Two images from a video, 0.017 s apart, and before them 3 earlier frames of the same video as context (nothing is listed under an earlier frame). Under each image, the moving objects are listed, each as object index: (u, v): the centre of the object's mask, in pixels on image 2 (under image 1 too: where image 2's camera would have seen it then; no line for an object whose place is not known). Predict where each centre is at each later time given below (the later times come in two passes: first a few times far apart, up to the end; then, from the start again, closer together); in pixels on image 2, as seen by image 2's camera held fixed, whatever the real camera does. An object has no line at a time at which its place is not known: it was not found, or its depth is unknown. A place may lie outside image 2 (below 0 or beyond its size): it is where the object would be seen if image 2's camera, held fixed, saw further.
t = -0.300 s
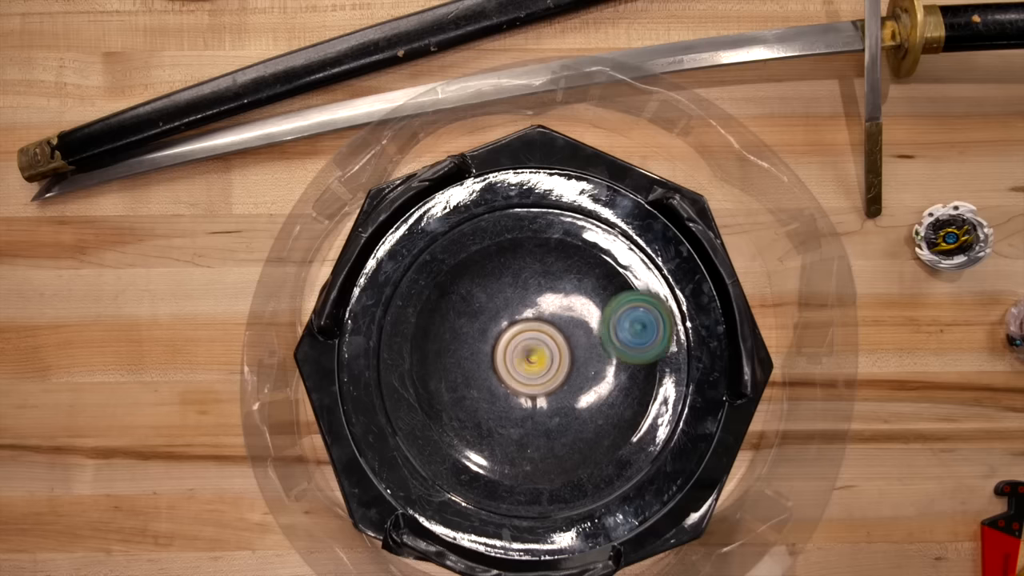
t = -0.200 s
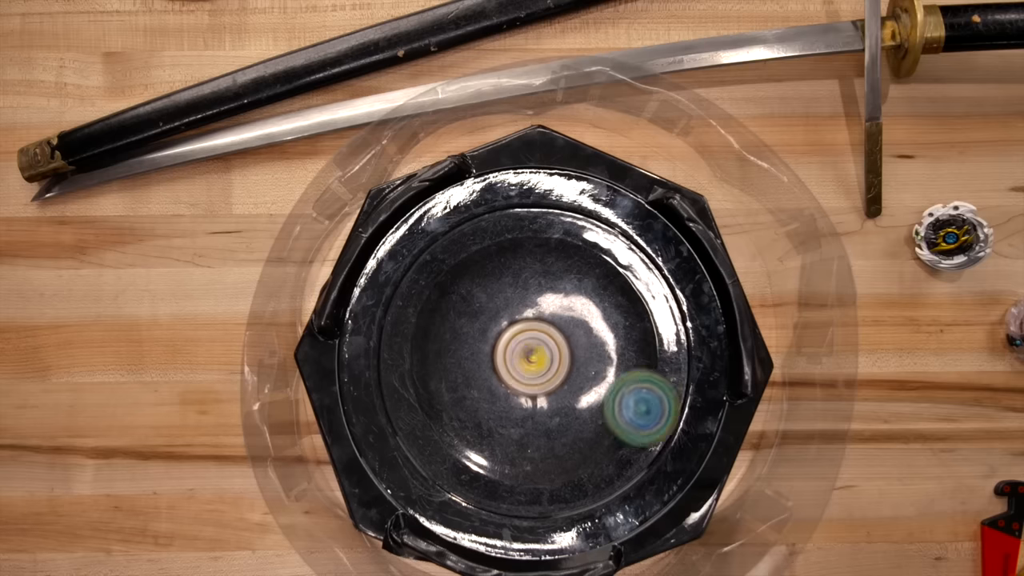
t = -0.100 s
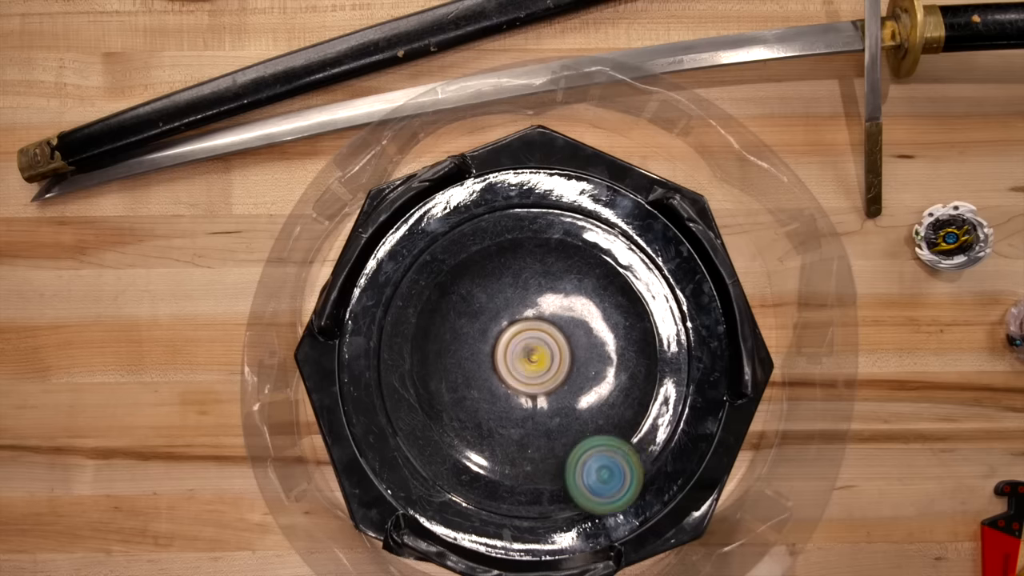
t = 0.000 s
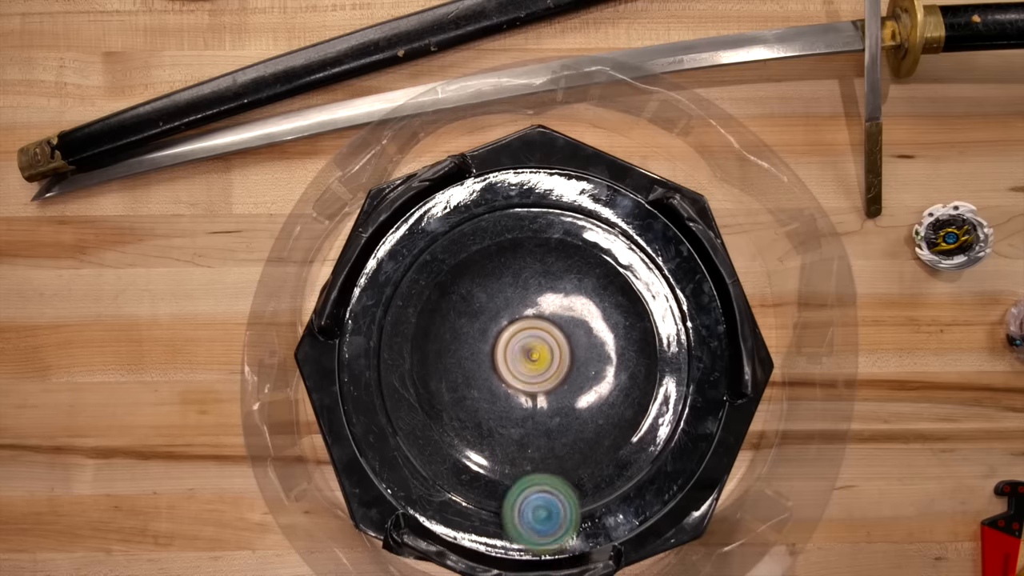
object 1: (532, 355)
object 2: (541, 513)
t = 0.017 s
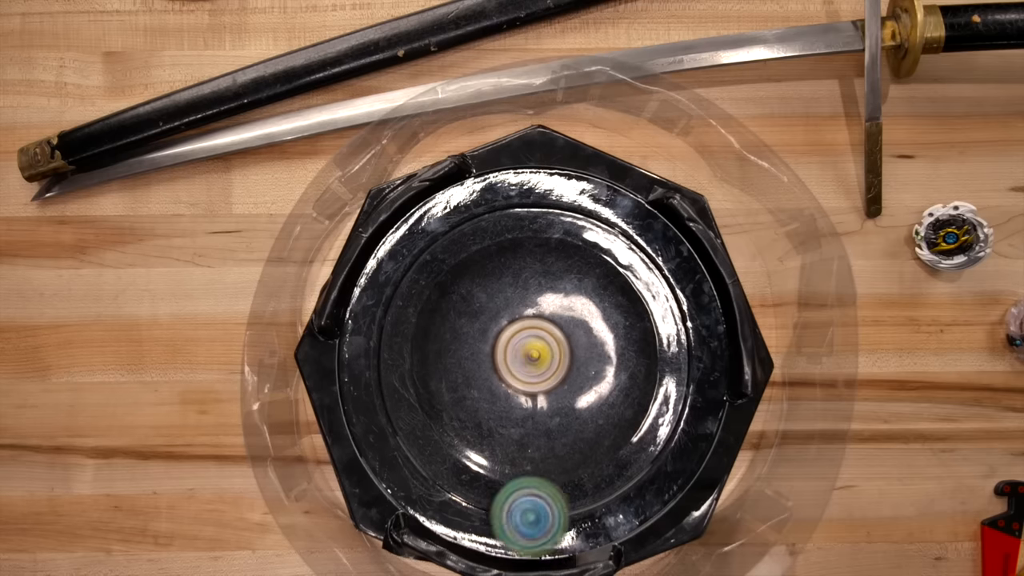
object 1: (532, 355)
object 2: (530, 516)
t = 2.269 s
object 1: (530, 355)
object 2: (560, 435)
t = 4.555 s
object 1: (482, 452)
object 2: (585, 313)
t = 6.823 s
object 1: (518, 406)
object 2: (559, 326)
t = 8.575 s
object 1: (590, 389)
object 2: (508, 369)
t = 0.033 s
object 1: (532, 355)
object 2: (518, 515)
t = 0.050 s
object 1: (532, 355)
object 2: (508, 512)
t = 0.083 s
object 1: (532, 355)
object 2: (485, 507)
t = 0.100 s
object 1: (532, 354)
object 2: (475, 502)
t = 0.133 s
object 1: (531, 354)
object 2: (455, 492)
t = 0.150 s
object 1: (531, 354)
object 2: (447, 486)
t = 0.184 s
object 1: (531, 354)
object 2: (431, 471)
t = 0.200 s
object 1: (531, 354)
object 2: (424, 462)
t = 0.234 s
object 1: (531, 353)
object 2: (413, 442)
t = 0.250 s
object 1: (531, 354)
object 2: (409, 432)
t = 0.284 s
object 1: (531, 353)
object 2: (405, 409)
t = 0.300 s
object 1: (530, 353)
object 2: (404, 397)
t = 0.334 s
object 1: (530, 353)
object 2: (406, 372)
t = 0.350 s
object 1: (530, 353)
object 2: (408, 360)
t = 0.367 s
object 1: (530, 353)
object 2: (412, 347)
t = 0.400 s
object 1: (530, 353)
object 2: (422, 324)
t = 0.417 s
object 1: (531, 353)
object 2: (429, 313)
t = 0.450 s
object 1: (531, 353)
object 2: (446, 293)
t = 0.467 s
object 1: (531, 352)
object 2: (455, 284)
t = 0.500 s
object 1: (531, 353)
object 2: (476, 270)
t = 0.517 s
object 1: (531, 352)
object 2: (488, 265)
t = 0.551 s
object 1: (531, 352)
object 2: (511, 258)
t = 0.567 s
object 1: (531, 352)
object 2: (522, 255)
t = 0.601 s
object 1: (531, 352)
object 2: (546, 253)
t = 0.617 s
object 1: (531, 352)
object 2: (558, 254)
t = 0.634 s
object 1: (531, 352)
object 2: (570, 255)
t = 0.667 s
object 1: (532, 353)
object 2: (593, 261)
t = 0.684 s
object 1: (532, 353)
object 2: (604, 266)
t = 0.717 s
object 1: (531, 353)
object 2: (624, 278)
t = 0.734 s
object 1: (532, 353)
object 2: (633, 285)
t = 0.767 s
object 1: (532, 353)
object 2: (649, 302)
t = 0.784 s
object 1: (532, 353)
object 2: (657, 311)
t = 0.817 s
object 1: (532, 354)
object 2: (669, 329)
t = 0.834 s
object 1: (532, 353)
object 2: (675, 339)
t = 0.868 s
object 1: (532, 354)
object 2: (680, 360)
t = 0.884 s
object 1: (532, 354)
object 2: (682, 371)
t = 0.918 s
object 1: (532, 354)
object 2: (682, 390)
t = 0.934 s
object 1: (532, 354)
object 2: (681, 400)
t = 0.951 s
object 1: (532, 355)
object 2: (679, 409)
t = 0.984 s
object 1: (533, 355)
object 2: (673, 427)
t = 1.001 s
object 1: (533, 355)
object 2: (668, 435)
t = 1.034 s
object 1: (533, 356)
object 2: (657, 448)
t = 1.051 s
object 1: (533, 356)
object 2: (650, 454)
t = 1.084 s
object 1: (533, 356)
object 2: (635, 463)
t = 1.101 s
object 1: (534, 357)
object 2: (627, 466)
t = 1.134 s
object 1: (534, 357)
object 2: (607, 473)
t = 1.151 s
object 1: (534, 357)
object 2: (595, 475)
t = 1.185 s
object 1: (535, 357)
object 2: (573, 476)
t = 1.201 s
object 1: (535, 357)
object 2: (562, 475)
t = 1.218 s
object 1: (534, 357)
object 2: (551, 474)
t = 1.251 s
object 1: (535, 358)
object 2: (526, 467)
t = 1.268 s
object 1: (535, 358)
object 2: (515, 463)
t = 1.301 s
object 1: (535, 358)
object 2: (495, 449)
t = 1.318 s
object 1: (535, 358)
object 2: (486, 441)
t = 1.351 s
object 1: (535, 358)
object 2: (472, 423)
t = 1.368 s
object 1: (535, 359)
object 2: (466, 414)
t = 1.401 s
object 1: (535, 359)
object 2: (456, 393)
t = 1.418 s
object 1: (535, 359)
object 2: (452, 381)
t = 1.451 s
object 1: (536, 360)
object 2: (448, 358)
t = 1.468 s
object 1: (535, 360)
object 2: (449, 347)
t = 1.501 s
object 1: (535, 360)
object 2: (450, 326)
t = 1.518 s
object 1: (535, 361)
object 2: (452, 315)
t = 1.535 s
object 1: (535, 361)
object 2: (456, 304)
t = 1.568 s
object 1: (535, 361)
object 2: (466, 285)
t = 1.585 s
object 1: (535, 361)
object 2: (472, 276)
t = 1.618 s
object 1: (535, 361)
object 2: (485, 261)
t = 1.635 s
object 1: (535, 361)
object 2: (492, 254)
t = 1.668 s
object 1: (535, 360)
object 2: (511, 242)
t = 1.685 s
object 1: (535, 360)
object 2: (520, 239)
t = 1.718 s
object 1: (535, 360)
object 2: (538, 233)
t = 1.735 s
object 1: (535, 360)
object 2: (548, 231)
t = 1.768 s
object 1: (535, 361)
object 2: (567, 230)
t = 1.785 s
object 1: (535, 360)
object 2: (576, 231)
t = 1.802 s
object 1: (535, 360)
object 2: (585, 232)
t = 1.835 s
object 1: (535, 360)
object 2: (602, 237)
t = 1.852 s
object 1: (535, 360)
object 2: (610, 242)
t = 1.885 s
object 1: (534, 360)
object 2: (624, 254)
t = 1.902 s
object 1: (535, 360)
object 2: (629, 261)
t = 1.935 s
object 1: (534, 359)
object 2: (640, 276)
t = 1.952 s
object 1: (534, 360)
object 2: (644, 285)
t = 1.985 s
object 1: (534, 360)
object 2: (647, 305)
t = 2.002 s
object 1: (534, 360)
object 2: (649, 315)
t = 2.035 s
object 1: (534, 359)
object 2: (649, 336)
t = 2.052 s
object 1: (534, 359)
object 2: (646, 347)
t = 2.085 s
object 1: (534, 359)
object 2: (638, 367)
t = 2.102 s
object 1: (534, 358)
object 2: (635, 376)
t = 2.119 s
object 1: (533, 358)
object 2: (629, 386)
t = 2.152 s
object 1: (534, 358)
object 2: (615, 401)
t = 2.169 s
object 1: (533, 358)
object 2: (608, 407)
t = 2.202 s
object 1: (533, 358)
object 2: (594, 417)
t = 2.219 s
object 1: (533, 358)
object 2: (584, 422)
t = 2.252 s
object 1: (531, 356)
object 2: (568, 430)
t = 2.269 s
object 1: (530, 355)
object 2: (560, 435)
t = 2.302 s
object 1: (528, 354)
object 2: (544, 439)
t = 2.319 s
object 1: (528, 354)
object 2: (535, 439)
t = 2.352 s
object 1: (527, 353)
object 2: (519, 439)
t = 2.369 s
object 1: (527, 353)
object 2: (509, 438)
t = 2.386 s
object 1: (527, 353)
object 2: (500, 436)
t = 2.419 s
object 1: (527, 353)
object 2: (485, 430)
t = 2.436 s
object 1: (527, 353)
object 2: (477, 426)
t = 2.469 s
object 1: (527, 353)
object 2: (465, 416)
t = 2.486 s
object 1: (527, 353)
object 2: (460, 410)
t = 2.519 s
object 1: (527, 353)
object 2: (451, 399)
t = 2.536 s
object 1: (527, 352)
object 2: (449, 391)
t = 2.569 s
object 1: (527, 352)
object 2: (444, 377)
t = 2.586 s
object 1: (526, 352)
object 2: (442, 369)
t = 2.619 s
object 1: (527, 352)
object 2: (443, 351)
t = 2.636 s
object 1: (527, 352)
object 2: (444, 344)
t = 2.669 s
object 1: (527, 353)
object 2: (448, 328)
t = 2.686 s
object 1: (527, 352)
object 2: (453, 321)
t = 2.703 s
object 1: (527, 352)
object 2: (458, 315)
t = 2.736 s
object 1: (529, 353)
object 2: (466, 306)
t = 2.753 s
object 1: (532, 353)
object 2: (471, 301)
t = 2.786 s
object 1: (535, 354)
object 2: (480, 294)
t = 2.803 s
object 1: (536, 354)
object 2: (486, 290)
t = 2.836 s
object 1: (538, 355)
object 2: (499, 285)
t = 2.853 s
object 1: (538, 355)
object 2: (504, 285)
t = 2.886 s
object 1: (540, 358)
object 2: (514, 282)
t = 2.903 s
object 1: (542, 362)
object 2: (520, 279)
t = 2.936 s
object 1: (544, 369)
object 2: (532, 277)
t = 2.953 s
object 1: (545, 372)
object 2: (538, 278)
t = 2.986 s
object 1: (545, 375)
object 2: (552, 280)
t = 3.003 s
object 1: (545, 377)
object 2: (558, 282)
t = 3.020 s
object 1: (546, 377)
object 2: (563, 285)
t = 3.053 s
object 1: (546, 376)
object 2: (575, 293)
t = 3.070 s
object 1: (547, 375)
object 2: (579, 298)
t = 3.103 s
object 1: (546, 376)
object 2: (589, 307)
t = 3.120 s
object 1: (542, 384)
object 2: (598, 304)
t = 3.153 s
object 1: (533, 398)
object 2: (611, 303)
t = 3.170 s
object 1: (529, 404)
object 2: (617, 302)
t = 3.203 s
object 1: (521, 414)
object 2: (626, 306)
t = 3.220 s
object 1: (519, 419)
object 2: (629, 309)
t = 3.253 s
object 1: (514, 426)
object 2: (634, 318)
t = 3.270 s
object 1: (514, 429)
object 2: (635, 321)
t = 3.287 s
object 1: (513, 431)
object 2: (637, 327)
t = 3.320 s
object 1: (515, 435)
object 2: (637, 338)
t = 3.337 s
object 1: (516, 436)
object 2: (638, 343)
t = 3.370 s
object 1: (521, 437)
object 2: (635, 356)
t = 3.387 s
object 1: (523, 436)
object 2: (632, 362)
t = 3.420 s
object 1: (528, 435)
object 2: (625, 373)
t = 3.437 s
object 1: (530, 434)
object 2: (620, 379)
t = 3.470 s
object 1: (533, 431)
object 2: (606, 390)
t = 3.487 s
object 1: (532, 431)
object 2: (601, 392)
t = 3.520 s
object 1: (519, 438)
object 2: (600, 389)
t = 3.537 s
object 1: (512, 440)
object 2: (597, 387)
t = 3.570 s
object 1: (502, 443)
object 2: (589, 384)
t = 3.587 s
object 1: (497, 444)
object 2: (583, 382)
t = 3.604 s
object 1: (493, 444)
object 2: (578, 380)
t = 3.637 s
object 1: (488, 443)
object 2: (566, 375)
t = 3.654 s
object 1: (486, 442)
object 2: (560, 372)
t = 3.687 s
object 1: (485, 439)
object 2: (548, 364)
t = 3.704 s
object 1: (486, 437)
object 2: (543, 360)
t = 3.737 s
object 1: (488, 433)
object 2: (534, 351)
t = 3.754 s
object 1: (489, 431)
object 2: (530, 346)
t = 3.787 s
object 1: (492, 427)
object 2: (524, 337)
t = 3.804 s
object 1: (495, 424)
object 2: (521, 333)
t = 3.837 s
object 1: (498, 419)
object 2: (517, 323)
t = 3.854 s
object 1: (500, 416)
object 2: (516, 320)
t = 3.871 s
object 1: (502, 414)
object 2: (515, 315)
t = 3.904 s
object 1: (507, 407)
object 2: (514, 307)
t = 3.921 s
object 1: (509, 404)
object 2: (514, 303)
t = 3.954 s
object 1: (513, 398)
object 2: (515, 294)
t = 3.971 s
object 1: (516, 395)
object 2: (516, 290)
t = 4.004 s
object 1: (520, 390)
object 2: (519, 282)
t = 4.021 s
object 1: (521, 388)
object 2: (521, 278)
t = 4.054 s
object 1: (525, 384)
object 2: (527, 273)
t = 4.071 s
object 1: (526, 382)
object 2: (530, 270)
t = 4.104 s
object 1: (528, 379)
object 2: (538, 268)
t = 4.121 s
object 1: (528, 378)
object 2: (542, 268)
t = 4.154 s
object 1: (530, 376)
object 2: (550, 271)
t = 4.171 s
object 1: (530, 376)
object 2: (554, 273)
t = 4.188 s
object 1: (531, 374)
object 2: (558, 278)
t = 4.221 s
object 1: (531, 373)
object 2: (563, 288)
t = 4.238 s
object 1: (531, 372)
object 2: (564, 295)
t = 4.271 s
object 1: (530, 374)
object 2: (565, 304)
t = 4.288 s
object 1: (529, 378)
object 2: (567, 306)
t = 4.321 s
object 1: (525, 385)
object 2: (568, 312)
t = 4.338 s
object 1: (524, 387)
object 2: (568, 316)
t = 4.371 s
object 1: (523, 391)
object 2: (566, 325)
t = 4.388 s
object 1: (518, 397)
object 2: (567, 323)
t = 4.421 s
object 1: (506, 417)
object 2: (572, 316)
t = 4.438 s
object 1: (501, 424)
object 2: (574, 314)
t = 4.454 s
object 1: (496, 432)
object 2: (576, 313)
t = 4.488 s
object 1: (488, 443)
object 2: (580, 311)
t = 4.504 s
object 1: (485, 447)
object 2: (581, 310)
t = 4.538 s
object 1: (482, 451)
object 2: (584, 312)
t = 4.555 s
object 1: (482, 452)
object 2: (585, 313)
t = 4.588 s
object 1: (484, 453)
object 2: (585, 316)
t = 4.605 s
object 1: (485, 453)
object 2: (585, 319)
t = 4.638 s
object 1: (488, 451)
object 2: (583, 325)
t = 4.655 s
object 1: (490, 449)
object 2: (579, 327)
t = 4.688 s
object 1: (494, 445)
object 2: (574, 333)
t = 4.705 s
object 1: (495, 443)
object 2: (571, 335)
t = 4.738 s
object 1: (499, 438)
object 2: (562, 339)
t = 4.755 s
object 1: (501, 435)
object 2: (557, 341)
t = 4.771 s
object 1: (503, 432)
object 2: (551, 342)
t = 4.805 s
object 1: (507, 425)
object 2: (541, 343)
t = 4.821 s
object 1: (509, 422)
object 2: (536, 342)
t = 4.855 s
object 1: (513, 419)
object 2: (526, 336)
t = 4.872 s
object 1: (514, 420)
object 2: (522, 332)
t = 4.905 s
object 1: (518, 420)
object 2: (514, 323)
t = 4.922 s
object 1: (520, 419)
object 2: (512, 319)
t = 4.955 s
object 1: (522, 417)
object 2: (508, 311)
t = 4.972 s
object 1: (524, 416)
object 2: (507, 307)
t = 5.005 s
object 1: (526, 413)
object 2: (506, 298)
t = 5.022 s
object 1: (526, 410)
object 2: (506, 294)
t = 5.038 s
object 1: (527, 410)
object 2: (507, 290)
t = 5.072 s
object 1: (528, 406)
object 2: (511, 284)
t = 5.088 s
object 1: (530, 404)
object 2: (514, 283)
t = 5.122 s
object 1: (530, 401)
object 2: (519, 281)
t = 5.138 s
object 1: (530, 399)
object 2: (522, 282)
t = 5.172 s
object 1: (531, 397)
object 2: (528, 285)
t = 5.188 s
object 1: (531, 396)
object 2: (532, 288)
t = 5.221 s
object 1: (532, 394)
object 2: (537, 296)
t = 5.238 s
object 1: (533, 393)
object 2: (539, 301)
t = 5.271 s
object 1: (534, 392)
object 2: (542, 312)
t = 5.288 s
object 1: (533, 394)
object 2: (542, 314)
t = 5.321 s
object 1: (533, 397)
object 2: (543, 319)
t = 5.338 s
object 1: (532, 401)
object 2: (543, 319)
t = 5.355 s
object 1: (531, 407)
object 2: (544, 319)
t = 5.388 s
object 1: (529, 412)
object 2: (546, 319)
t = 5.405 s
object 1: (528, 414)
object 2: (547, 319)
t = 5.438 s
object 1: (527, 415)
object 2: (548, 321)
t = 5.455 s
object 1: (526, 415)
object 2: (549, 322)
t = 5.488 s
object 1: (527, 413)
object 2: (549, 326)
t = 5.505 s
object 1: (528, 413)
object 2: (549, 328)
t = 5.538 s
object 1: (529, 411)
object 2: (547, 332)
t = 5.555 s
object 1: (529, 412)
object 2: (545, 333)
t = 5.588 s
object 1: (530, 414)
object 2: (543, 332)
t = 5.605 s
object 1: (529, 415)
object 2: (542, 331)
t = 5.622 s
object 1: (530, 415)
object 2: (541, 331)
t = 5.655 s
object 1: (531, 414)
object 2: (540, 330)
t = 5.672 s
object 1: (531, 413)
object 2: (539, 330)
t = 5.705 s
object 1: (532, 411)
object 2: (538, 329)
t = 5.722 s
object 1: (533, 411)
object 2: (538, 330)
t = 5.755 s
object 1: (533, 409)
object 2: (536, 329)
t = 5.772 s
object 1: (533, 411)
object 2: (535, 327)
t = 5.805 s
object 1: (532, 413)
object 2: (535, 323)
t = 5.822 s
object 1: (532, 413)
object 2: (536, 321)
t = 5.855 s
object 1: (531, 412)
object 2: (536, 319)
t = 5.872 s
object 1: (532, 411)
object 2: (536, 317)
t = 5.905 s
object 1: (532, 409)
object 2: (537, 316)
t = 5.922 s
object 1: (532, 408)
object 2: (538, 317)
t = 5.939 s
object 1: (532, 407)
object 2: (538, 317)
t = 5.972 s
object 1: (533, 404)
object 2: (539, 318)
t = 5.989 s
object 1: (533, 403)
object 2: (541, 320)
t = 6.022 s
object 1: (534, 401)
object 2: (541, 323)
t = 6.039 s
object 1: (534, 402)
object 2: (541, 323)
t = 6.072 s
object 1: (534, 404)
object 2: (543, 320)
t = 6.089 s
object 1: (535, 404)
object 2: (544, 320)
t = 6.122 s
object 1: (535, 404)
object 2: (545, 321)
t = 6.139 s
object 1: (534, 403)
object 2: (545, 321)
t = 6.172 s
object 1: (535, 402)
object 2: (546, 323)
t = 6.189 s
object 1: (534, 408)
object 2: (547, 319)
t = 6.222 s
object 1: (532, 418)
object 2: (550, 308)
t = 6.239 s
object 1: (530, 422)
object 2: (552, 305)
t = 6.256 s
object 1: (529, 425)
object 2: (554, 301)
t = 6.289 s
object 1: (527, 427)
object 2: (559, 296)
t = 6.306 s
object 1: (527, 426)
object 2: (562, 296)
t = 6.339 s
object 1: (527, 425)
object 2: (567, 295)
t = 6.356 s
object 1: (527, 424)
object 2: (570, 294)
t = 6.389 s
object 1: (528, 422)
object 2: (573, 297)
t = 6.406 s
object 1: (528, 420)
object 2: (574, 300)
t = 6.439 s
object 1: (529, 417)
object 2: (575, 305)
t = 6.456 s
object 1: (530, 416)
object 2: (576, 308)
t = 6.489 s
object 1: (531, 412)
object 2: (574, 316)
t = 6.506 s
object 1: (531, 409)
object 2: (572, 320)
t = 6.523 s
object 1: (532, 408)
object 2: (571, 324)
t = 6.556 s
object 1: (533, 404)
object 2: (566, 332)
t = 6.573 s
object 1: (530, 406)
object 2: (564, 331)
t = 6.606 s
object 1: (522, 413)
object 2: (565, 328)
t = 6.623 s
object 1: (519, 416)
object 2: (566, 325)
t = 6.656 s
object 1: (515, 417)
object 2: (566, 323)
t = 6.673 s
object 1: (513, 416)
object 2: (566, 323)
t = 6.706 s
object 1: (513, 414)
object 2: (565, 323)
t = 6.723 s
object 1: (514, 414)
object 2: (565, 324)
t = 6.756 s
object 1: (515, 411)
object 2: (563, 325)
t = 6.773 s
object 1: (515, 410)
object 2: (563, 323)
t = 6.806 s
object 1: (517, 407)
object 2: (561, 326)
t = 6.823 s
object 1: (518, 406)
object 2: (559, 326)
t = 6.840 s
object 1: (518, 405)
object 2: (557, 328)
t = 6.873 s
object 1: (520, 403)
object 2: (553, 329)
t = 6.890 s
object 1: (520, 402)
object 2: (550, 329)
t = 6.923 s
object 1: (518, 408)
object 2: (549, 321)
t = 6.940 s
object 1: (518, 409)
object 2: (549, 319)
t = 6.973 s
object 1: (517, 410)
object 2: (549, 311)
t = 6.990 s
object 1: (517, 410)
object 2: (551, 307)
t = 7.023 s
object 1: (518, 409)
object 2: (553, 301)
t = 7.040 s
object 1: (519, 408)
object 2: (554, 299)
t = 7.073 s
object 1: (520, 407)
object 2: (556, 297)
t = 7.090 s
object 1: (520, 407)
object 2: (558, 297)
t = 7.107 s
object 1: (521, 407)
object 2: (560, 296)
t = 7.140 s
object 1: (522, 406)
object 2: (561, 297)
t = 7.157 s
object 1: (523, 406)
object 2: (562, 299)
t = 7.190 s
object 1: (524, 404)
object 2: (562, 301)
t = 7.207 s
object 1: (525, 402)
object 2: (562, 304)
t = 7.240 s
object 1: (527, 401)
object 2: (561, 309)
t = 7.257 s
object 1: (529, 399)
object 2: (560, 312)
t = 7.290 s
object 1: (532, 395)
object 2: (558, 319)
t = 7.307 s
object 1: (533, 395)
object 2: (556, 322)
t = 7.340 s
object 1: (532, 416)
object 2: (555, 303)
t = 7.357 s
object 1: (532, 431)
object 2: (553, 291)
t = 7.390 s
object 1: (532, 456)
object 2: (553, 272)
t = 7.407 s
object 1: (533, 468)
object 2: (552, 265)
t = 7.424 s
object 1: (534, 478)
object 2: (552, 259)
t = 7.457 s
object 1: (538, 495)
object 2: (552, 251)
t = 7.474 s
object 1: (541, 501)
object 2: (553, 249)
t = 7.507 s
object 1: (547, 512)
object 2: (554, 246)
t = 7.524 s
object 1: (551, 513)
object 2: (555, 245)
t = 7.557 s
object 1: (558, 506)
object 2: (555, 243)
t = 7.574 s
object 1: (561, 503)
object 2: (556, 243)
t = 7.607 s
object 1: (569, 494)
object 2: (555, 243)
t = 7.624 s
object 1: (572, 489)
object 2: (555, 243)
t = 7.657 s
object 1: (576, 477)
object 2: (553, 245)
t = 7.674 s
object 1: (577, 471)
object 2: (553, 247)
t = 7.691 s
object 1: (579, 465)
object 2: (552, 250)
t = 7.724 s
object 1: (582, 450)
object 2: (551, 258)
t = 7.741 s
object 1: (582, 442)
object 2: (551, 262)
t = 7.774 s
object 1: (581, 427)
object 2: (548, 271)
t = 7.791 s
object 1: (581, 419)
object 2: (547, 276)
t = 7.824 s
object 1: (578, 404)
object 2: (544, 285)
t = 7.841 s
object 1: (577, 396)
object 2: (543, 289)
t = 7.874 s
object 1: (574, 381)
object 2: (540, 299)
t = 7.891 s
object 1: (572, 375)
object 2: (539, 303)
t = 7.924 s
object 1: (577, 382)
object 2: (527, 292)
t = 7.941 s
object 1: (580, 389)
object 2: (521, 285)
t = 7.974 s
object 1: (584, 399)
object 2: (510, 277)
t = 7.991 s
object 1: (585, 403)
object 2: (504, 275)
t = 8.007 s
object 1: (585, 405)
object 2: (500, 274)
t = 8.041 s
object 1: (585, 408)
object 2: (493, 273)
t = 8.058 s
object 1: (583, 408)
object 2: (491, 275)
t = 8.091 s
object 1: (582, 407)
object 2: (490, 281)
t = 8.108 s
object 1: (581, 405)
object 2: (492, 284)
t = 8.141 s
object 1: (579, 403)
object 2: (492, 292)
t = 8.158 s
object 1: (579, 401)
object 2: (493, 295)
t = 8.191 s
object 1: (576, 398)
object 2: (494, 305)
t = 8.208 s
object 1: (576, 396)
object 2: (496, 308)
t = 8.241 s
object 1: (574, 393)
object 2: (498, 317)
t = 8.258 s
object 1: (573, 392)
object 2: (499, 320)
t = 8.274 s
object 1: (572, 390)
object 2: (500, 325)
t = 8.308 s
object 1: (570, 387)
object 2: (504, 332)
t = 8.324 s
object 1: (570, 385)
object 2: (506, 336)
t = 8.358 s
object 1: (573, 385)
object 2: (504, 339)
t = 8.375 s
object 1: (576, 387)
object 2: (501, 340)
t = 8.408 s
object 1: (580, 387)
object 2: (500, 344)
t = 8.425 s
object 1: (581, 387)
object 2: (499, 345)
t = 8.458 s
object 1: (582, 387)
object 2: (501, 350)
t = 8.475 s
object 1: (581, 387)
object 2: (503, 354)
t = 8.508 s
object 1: (582, 387)
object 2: (507, 358)
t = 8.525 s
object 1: (583, 386)
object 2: (509, 361)
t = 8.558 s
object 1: (584, 387)
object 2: (510, 366)
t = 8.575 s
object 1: (590, 389)
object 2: (508, 369)
